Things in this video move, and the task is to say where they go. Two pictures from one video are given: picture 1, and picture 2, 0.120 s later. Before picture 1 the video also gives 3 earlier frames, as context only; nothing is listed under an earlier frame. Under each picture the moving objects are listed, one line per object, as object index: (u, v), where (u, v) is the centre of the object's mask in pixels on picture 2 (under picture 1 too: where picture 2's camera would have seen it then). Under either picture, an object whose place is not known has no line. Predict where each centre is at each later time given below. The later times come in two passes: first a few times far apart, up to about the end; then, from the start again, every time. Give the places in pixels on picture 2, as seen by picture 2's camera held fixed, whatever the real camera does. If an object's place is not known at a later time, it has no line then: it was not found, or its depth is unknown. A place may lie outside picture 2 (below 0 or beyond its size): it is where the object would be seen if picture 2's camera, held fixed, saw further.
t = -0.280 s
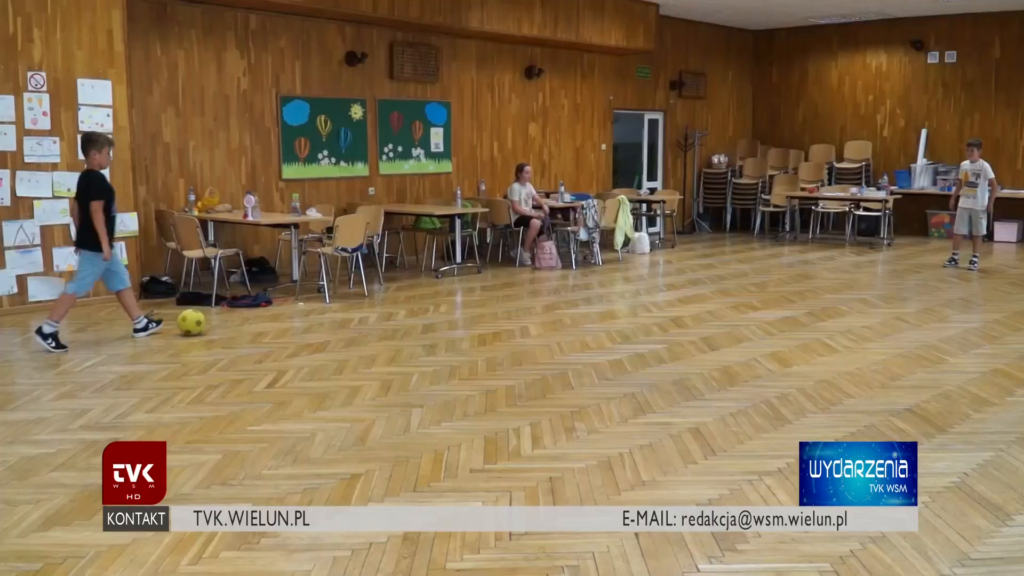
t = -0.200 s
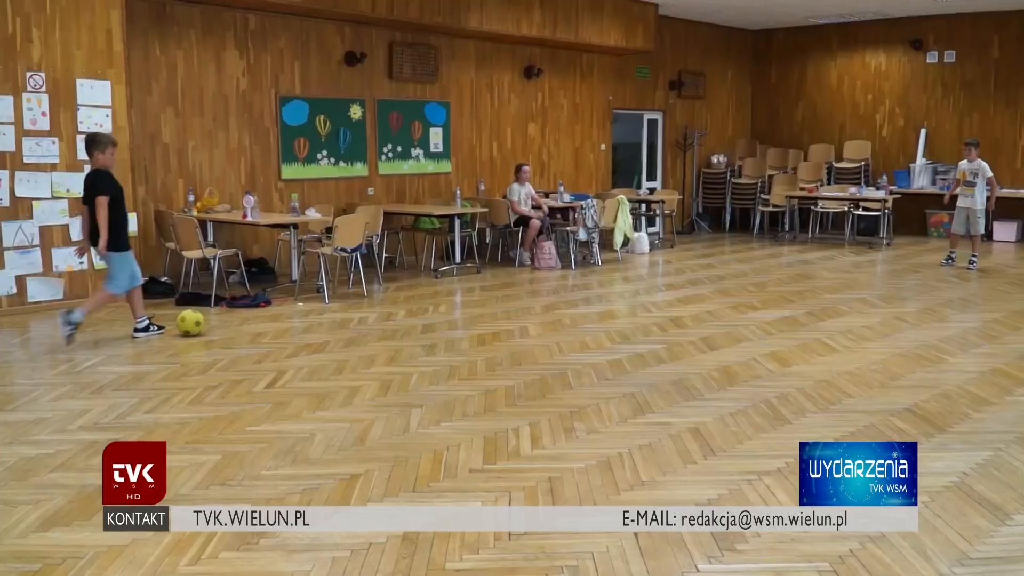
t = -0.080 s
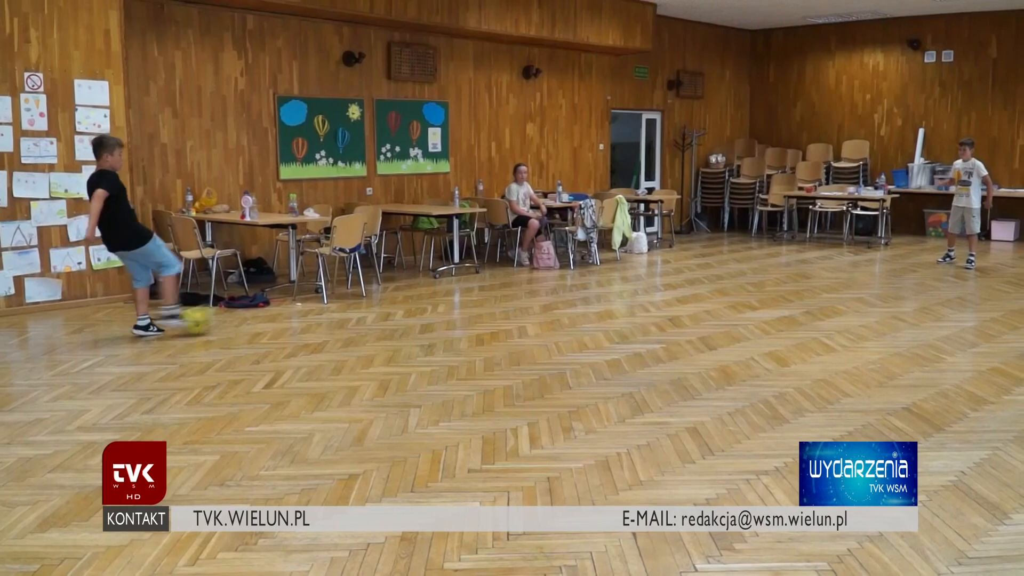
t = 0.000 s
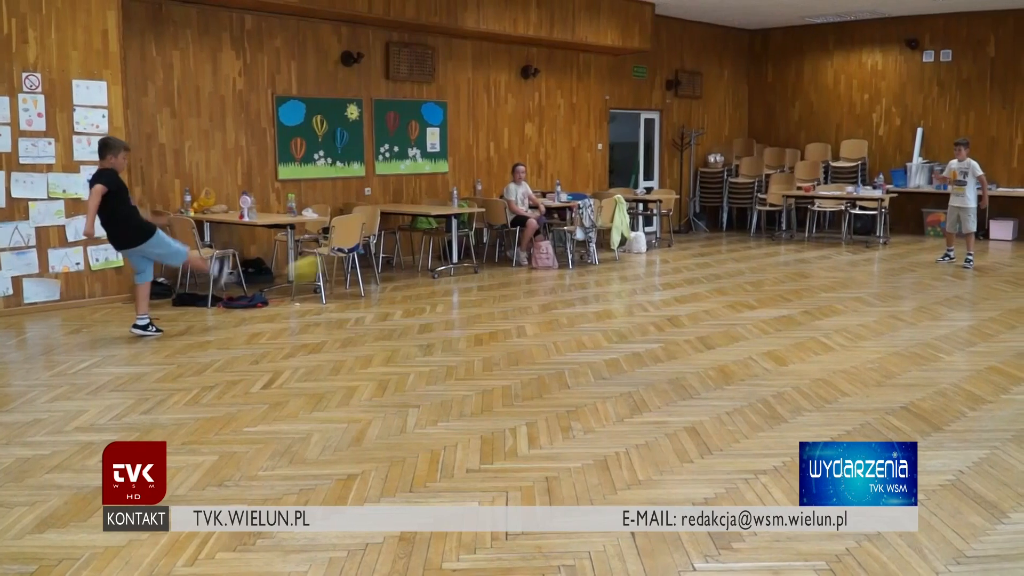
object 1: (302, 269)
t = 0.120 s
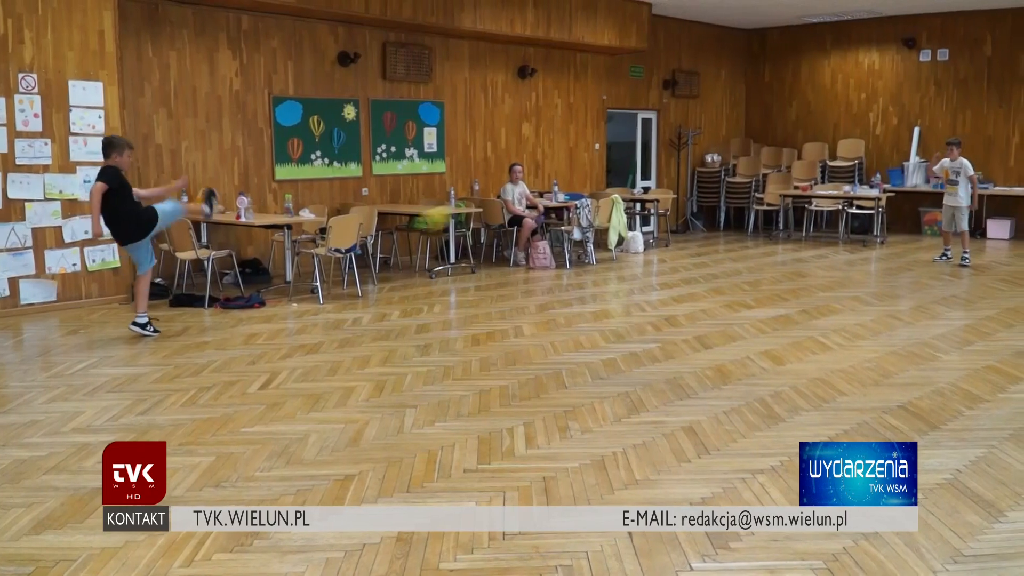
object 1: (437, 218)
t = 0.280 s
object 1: (585, 183)
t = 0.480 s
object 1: (729, 185)
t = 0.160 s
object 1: (477, 206)
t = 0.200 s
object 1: (514, 195)
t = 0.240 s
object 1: (551, 186)
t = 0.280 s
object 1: (585, 183)
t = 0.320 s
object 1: (616, 180)
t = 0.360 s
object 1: (647, 179)
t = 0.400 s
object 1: (674, 179)
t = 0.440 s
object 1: (702, 180)
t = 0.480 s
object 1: (729, 185)
